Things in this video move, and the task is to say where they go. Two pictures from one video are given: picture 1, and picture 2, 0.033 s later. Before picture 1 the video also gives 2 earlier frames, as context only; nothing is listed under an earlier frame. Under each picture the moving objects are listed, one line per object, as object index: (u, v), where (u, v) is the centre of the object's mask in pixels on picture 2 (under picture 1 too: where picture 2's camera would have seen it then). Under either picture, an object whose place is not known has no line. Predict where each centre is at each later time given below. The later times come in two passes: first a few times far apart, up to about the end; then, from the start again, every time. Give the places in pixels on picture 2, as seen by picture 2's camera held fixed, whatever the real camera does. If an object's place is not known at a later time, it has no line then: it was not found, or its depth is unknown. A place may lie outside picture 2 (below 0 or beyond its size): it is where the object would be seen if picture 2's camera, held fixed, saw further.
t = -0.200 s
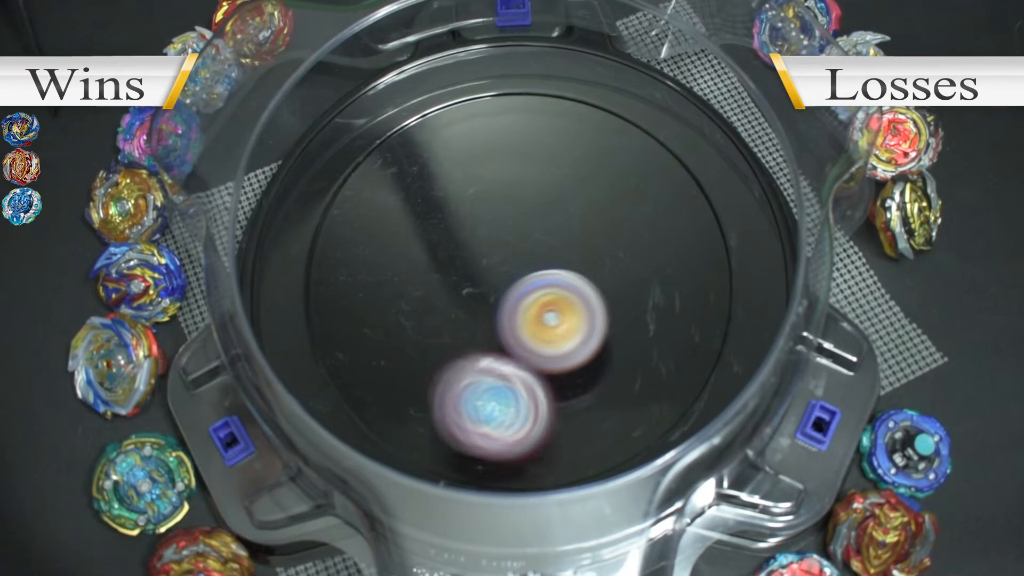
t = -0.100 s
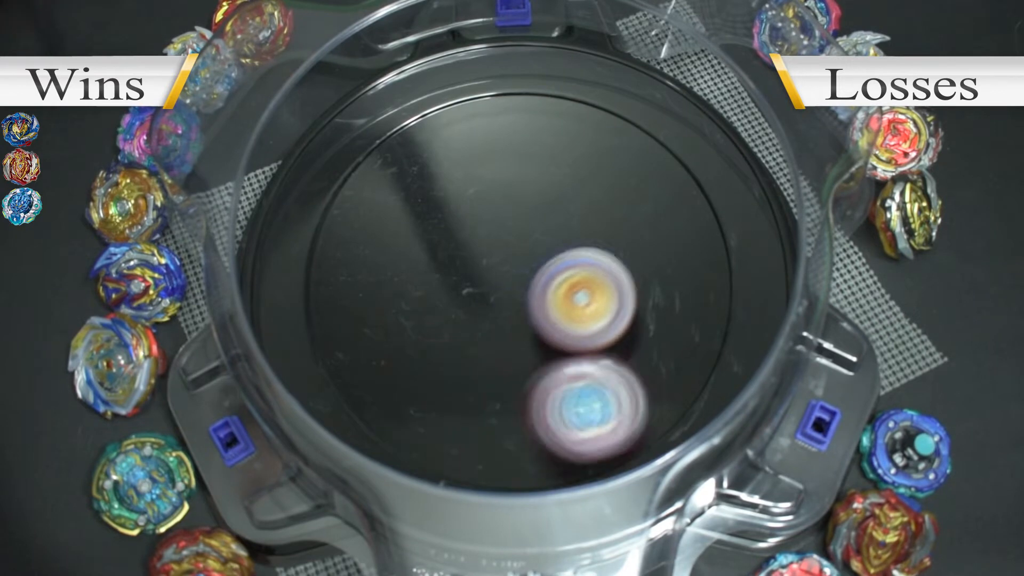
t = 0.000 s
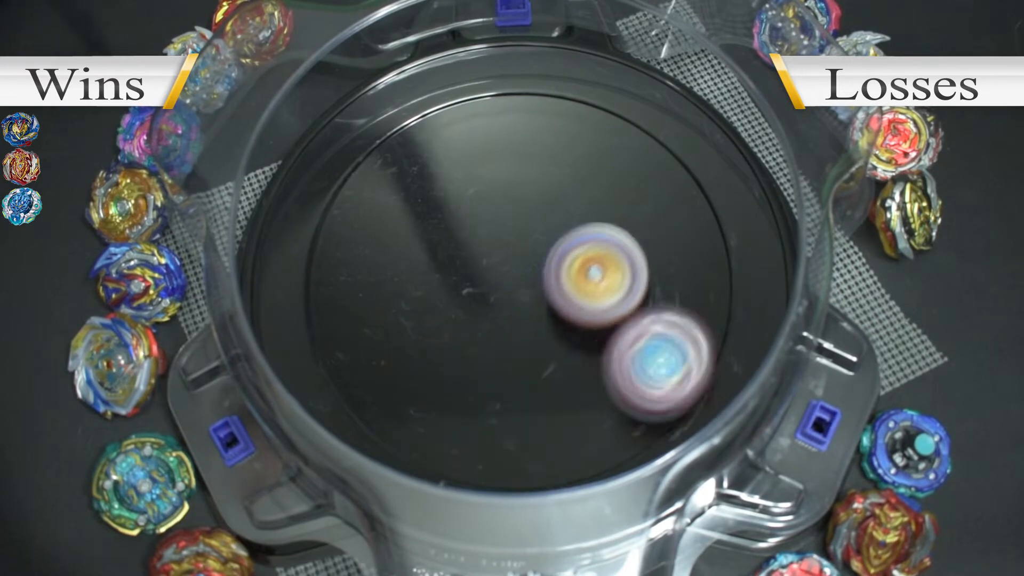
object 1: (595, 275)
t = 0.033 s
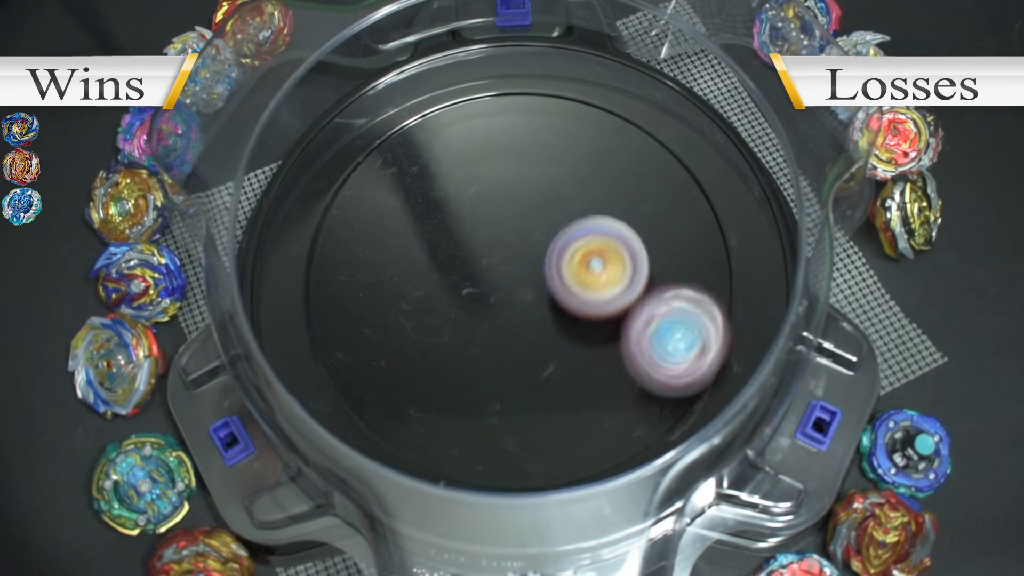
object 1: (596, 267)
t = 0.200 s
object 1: (568, 238)
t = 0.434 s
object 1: (508, 256)
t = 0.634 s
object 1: (506, 317)
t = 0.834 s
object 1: (556, 360)
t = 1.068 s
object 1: (636, 313)
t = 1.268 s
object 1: (644, 232)
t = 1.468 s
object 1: (586, 190)
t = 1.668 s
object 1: (517, 217)
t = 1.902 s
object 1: (519, 268)
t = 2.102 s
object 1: (575, 272)
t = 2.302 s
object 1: (598, 225)
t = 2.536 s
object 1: (603, 140)
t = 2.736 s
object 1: (529, 182)
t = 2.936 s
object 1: (534, 207)
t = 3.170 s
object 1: (560, 214)
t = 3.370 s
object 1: (576, 239)
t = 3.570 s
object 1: (590, 267)
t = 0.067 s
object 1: (593, 260)
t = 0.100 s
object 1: (590, 253)
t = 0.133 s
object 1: (584, 246)
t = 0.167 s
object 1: (577, 241)
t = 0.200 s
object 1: (568, 238)
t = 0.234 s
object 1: (559, 236)
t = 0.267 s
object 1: (548, 235)
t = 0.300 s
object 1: (537, 237)
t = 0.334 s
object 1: (530, 239)
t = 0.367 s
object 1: (520, 243)
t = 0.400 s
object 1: (514, 250)
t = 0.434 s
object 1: (508, 256)
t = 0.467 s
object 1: (504, 264)
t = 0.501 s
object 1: (501, 273)
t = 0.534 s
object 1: (499, 281)
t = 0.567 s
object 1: (498, 290)
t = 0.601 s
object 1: (500, 298)
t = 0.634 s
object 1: (506, 317)
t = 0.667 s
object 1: (514, 331)
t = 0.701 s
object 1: (521, 344)
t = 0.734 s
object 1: (529, 353)
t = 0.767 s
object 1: (538, 358)
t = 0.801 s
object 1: (547, 361)
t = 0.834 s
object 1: (556, 360)
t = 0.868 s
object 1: (566, 358)
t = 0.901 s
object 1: (586, 356)
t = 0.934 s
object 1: (603, 352)
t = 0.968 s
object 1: (618, 344)
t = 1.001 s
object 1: (627, 335)
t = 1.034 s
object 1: (633, 325)
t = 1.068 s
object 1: (636, 313)
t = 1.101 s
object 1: (639, 303)
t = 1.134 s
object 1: (649, 284)
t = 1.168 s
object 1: (654, 269)
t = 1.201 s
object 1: (654, 255)
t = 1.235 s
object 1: (650, 242)
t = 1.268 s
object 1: (644, 232)
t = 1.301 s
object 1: (634, 224)
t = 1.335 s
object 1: (624, 217)
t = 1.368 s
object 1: (617, 207)
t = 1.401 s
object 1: (608, 198)
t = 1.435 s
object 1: (599, 192)
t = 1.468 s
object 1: (586, 190)
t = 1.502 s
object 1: (573, 190)
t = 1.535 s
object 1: (558, 192)
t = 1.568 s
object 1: (547, 196)
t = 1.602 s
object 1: (534, 203)
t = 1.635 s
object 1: (523, 211)
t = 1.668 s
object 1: (517, 217)
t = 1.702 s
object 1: (515, 222)
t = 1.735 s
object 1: (513, 227)
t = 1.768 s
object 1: (512, 234)
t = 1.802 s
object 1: (512, 242)
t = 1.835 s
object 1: (514, 251)
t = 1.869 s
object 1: (516, 260)
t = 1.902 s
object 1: (519, 268)
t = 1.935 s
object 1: (523, 276)
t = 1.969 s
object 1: (529, 282)
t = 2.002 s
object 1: (534, 287)
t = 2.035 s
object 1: (546, 286)
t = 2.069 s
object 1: (562, 279)
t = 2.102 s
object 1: (575, 272)
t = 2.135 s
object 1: (584, 266)
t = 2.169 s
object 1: (589, 259)
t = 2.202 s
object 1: (592, 253)
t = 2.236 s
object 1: (592, 246)
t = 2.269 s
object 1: (590, 240)
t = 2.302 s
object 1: (598, 225)
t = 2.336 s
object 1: (611, 202)
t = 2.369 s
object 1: (620, 182)
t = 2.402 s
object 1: (624, 164)
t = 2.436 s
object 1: (624, 153)
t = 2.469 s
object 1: (620, 145)
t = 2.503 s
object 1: (613, 141)
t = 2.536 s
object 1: (603, 140)
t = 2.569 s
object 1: (591, 142)
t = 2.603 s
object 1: (578, 146)
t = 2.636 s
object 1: (564, 152)
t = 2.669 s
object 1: (552, 161)
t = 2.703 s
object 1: (540, 170)
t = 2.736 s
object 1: (529, 182)
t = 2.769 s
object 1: (520, 193)
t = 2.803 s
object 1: (516, 205)
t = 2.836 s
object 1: (512, 215)
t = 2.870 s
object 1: (520, 213)
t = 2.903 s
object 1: (529, 209)
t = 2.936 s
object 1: (534, 207)
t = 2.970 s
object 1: (539, 207)
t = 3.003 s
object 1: (543, 207)
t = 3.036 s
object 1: (547, 207)
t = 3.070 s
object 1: (550, 208)
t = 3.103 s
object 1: (553, 210)
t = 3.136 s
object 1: (557, 211)
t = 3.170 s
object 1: (560, 214)
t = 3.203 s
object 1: (562, 217)
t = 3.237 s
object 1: (565, 220)
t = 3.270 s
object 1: (568, 224)
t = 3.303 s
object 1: (571, 229)
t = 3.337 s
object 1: (573, 234)
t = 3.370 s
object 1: (576, 239)
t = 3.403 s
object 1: (580, 243)
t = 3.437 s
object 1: (583, 248)
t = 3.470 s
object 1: (586, 253)
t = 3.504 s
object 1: (588, 258)
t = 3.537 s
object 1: (589, 263)
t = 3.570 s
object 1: (590, 267)
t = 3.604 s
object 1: (591, 271)
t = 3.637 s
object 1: (592, 275)
